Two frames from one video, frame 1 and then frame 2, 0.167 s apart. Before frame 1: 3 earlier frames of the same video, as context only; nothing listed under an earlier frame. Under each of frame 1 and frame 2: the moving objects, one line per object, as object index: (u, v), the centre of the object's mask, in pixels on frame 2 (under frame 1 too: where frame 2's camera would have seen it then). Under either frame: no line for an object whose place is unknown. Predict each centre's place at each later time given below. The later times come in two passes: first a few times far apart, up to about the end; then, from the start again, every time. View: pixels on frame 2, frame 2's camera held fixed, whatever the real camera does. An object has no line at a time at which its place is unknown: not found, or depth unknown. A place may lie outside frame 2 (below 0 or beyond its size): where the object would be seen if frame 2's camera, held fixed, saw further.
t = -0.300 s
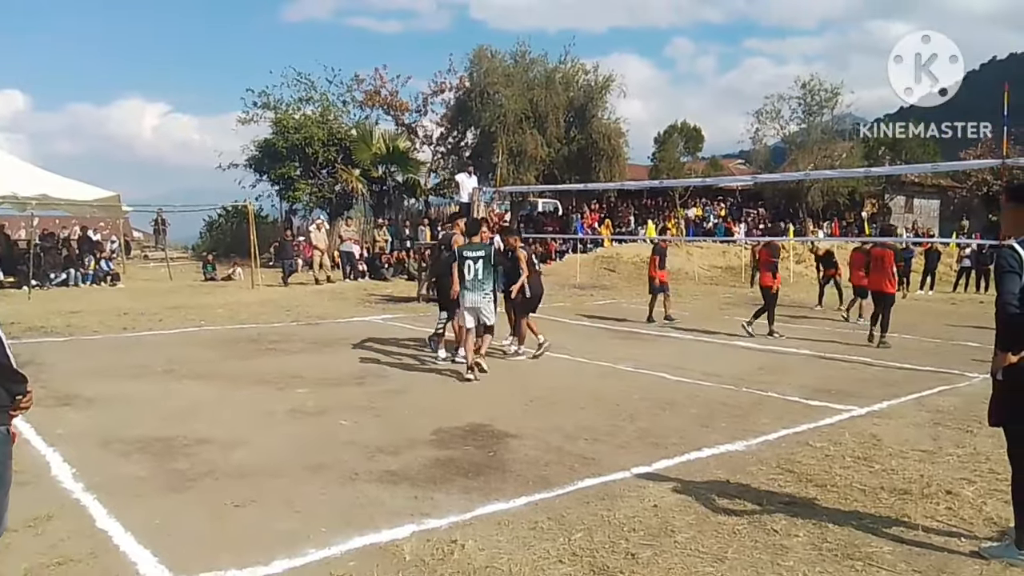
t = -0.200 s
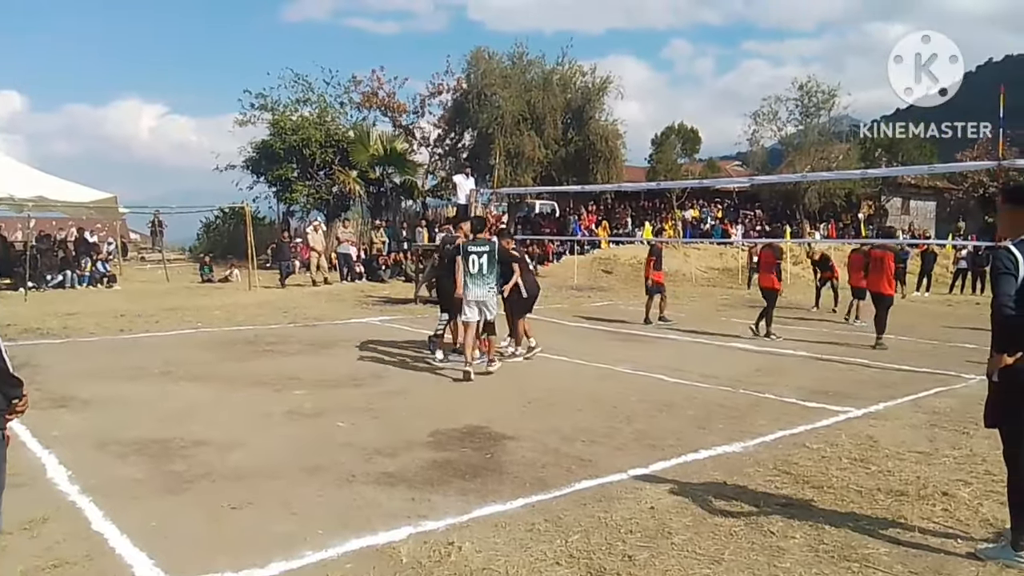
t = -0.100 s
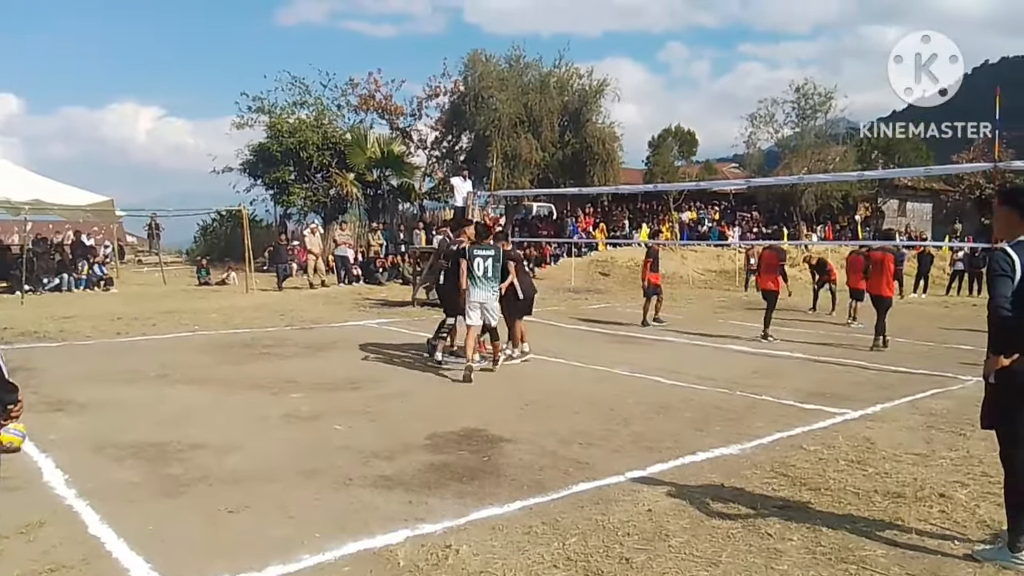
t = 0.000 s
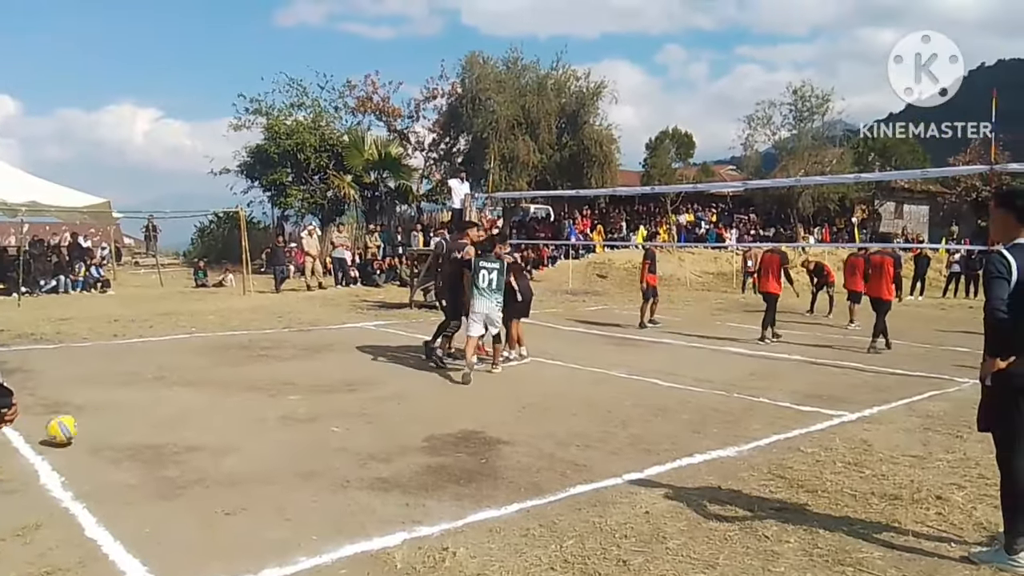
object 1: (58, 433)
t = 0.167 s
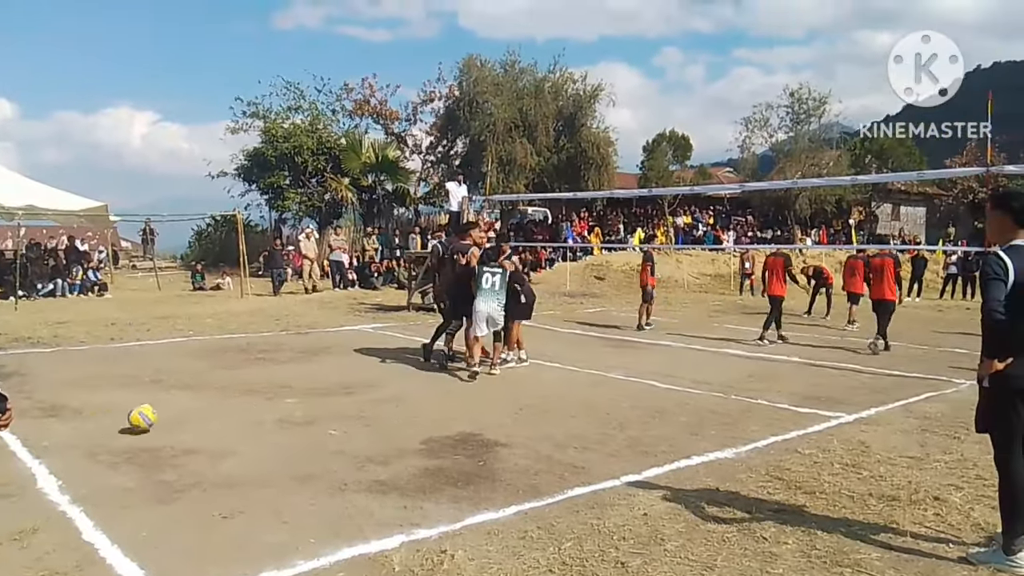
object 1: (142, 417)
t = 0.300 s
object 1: (196, 402)
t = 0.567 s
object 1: (286, 393)
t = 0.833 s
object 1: (356, 381)
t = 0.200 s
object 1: (157, 416)
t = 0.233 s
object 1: (171, 416)
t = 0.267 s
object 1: (184, 409)
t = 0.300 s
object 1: (196, 402)
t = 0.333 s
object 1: (209, 397)
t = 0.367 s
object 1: (220, 393)
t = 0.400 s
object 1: (232, 391)
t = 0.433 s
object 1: (244, 390)
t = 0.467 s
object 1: (254, 392)
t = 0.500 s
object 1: (264, 393)
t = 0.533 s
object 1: (276, 395)
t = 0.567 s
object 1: (286, 393)
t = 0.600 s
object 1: (296, 389)
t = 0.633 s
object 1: (305, 387)
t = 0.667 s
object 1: (313, 385)
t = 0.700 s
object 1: (323, 385)
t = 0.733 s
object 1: (332, 385)
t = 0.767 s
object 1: (341, 386)
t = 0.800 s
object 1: (349, 383)
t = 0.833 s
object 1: (356, 381)
